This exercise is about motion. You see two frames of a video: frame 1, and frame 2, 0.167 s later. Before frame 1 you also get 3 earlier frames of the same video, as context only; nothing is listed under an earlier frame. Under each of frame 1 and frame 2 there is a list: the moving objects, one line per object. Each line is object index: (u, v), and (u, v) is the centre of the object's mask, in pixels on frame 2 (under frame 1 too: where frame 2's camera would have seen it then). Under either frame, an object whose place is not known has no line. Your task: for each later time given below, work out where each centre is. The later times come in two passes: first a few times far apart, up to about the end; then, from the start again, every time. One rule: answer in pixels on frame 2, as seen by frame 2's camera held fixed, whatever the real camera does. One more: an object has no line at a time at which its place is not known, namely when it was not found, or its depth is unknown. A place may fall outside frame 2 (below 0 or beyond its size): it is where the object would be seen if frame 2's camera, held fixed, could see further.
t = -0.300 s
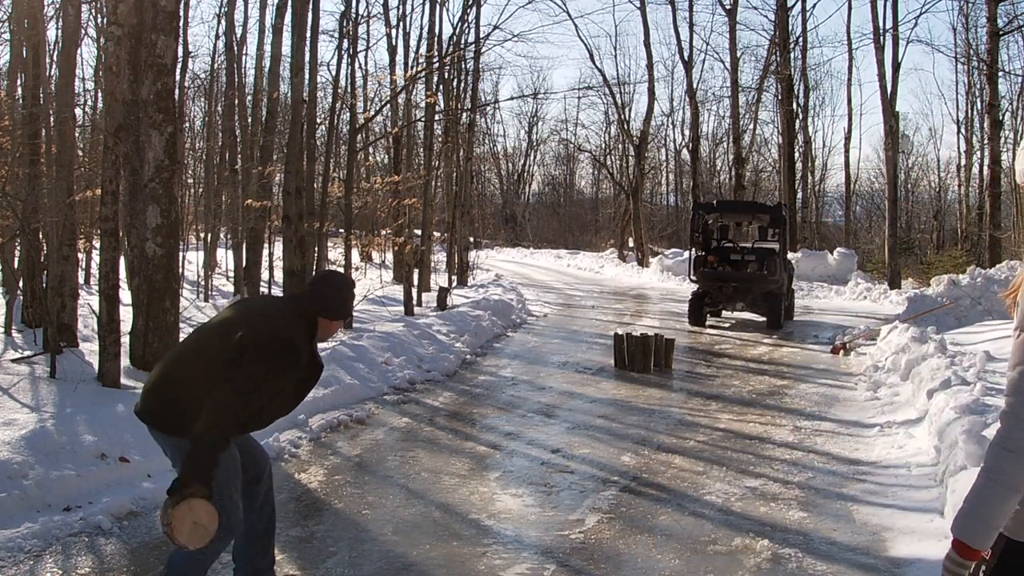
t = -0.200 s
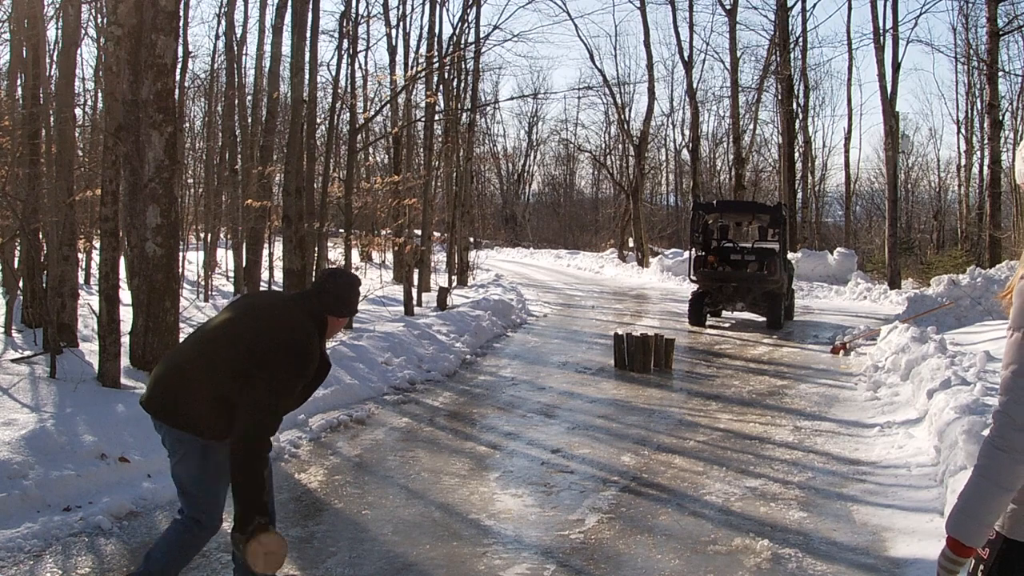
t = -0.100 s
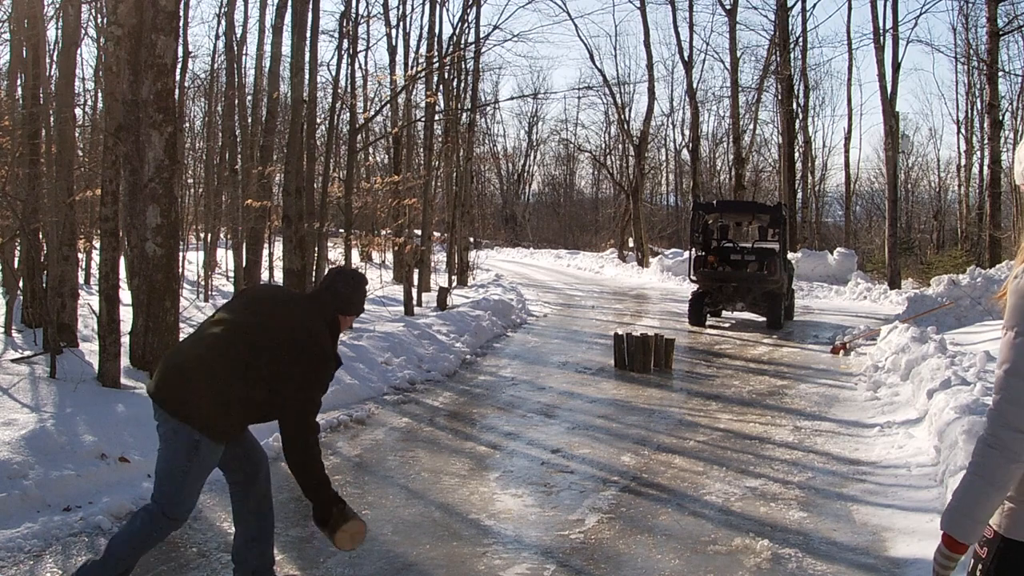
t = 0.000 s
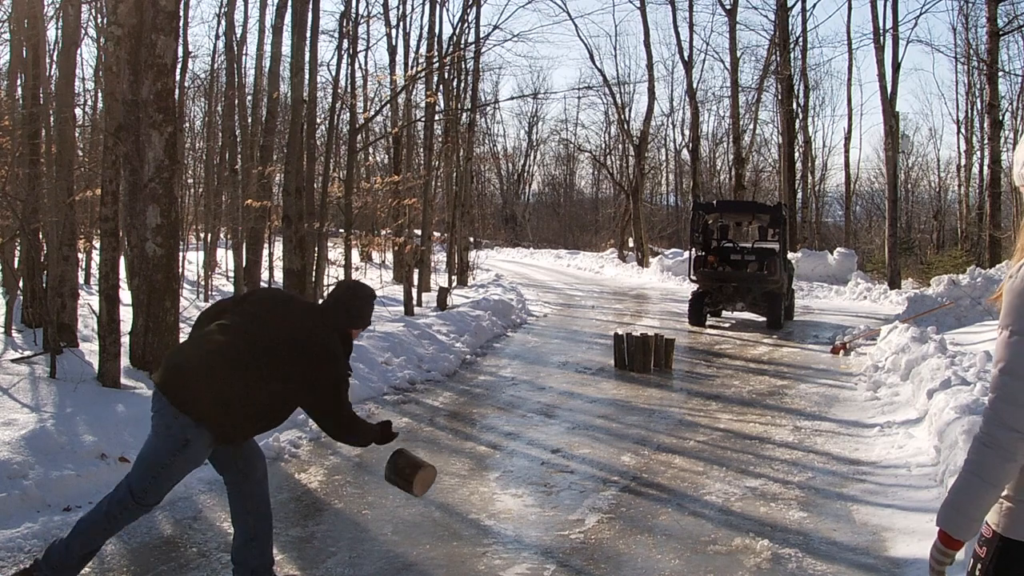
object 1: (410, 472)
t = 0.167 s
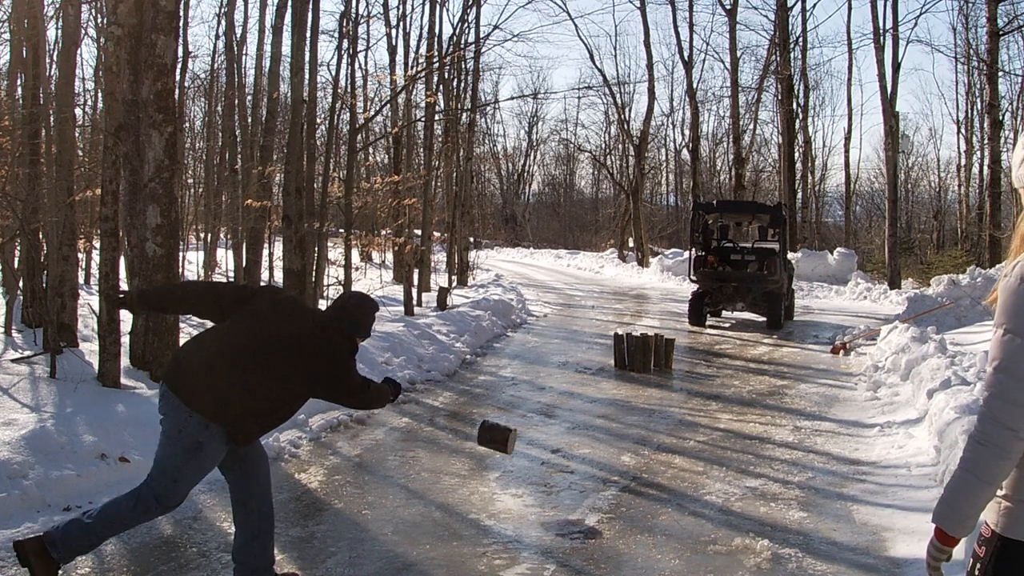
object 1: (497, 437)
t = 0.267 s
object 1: (536, 441)
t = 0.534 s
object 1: (590, 408)
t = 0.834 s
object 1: (627, 387)
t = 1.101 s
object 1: (656, 370)
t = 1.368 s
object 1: (676, 361)
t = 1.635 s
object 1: (702, 354)
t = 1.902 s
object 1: (723, 350)
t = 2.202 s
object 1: (735, 348)
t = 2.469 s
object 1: (742, 347)
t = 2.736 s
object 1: (742, 346)
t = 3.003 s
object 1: (741, 344)
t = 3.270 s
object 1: (742, 345)
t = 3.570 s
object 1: (741, 345)
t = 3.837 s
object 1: (741, 344)
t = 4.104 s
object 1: (742, 345)
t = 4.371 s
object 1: (745, 346)
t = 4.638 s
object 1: (745, 346)
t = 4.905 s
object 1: (743, 346)
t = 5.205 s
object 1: (742, 345)
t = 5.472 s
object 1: (742, 346)
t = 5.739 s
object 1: (743, 346)
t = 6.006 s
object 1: (743, 346)
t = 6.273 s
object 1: (743, 346)
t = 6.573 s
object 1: (743, 346)
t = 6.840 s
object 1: (743, 346)
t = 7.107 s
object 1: (743, 346)
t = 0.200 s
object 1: (511, 436)
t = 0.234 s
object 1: (523, 437)
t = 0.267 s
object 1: (536, 441)
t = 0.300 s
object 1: (547, 446)
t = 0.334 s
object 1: (555, 442)
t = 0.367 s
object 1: (562, 436)
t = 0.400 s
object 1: (568, 427)
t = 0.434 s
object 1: (574, 420)
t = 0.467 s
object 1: (579, 414)
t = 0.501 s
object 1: (585, 410)
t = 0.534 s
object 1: (590, 408)
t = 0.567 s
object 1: (595, 408)
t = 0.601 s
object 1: (600, 409)
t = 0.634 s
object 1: (604, 404)
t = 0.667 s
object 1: (608, 399)
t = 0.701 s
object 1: (612, 397)
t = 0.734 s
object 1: (616, 395)
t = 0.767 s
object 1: (620, 392)
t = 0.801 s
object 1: (624, 390)
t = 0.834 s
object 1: (627, 387)
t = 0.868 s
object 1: (632, 385)
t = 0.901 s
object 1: (635, 383)
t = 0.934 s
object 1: (639, 381)
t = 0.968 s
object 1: (642, 378)
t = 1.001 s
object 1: (645, 376)
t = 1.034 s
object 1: (649, 375)
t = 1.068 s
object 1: (653, 372)
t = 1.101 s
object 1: (656, 370)
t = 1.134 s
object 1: (660, 367)
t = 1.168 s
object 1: (663, 367)
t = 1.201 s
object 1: (664, 366)
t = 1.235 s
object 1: (667, 365)
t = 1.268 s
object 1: (669, 364)
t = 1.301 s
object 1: (673, 363)
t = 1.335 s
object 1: (676, 362)
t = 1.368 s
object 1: (676, 361)
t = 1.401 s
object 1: (681, 357)
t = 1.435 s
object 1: (683, 357)
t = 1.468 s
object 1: (686, 356)
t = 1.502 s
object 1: (691, 356)
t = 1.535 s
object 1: (691, 353)
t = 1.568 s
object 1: (696, 355)
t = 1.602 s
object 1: (699, 355)
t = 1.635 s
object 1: (702, 354)
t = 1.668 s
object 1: (705, 353)
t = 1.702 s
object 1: (707, 354)
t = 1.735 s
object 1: (710, 355)
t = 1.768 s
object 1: (714, 354)
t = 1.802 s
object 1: (716, 354)
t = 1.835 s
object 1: (718, 352)
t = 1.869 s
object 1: (720, 352)
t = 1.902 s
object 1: (723, 350)
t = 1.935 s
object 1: (724, 350)
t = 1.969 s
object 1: (727, 352)
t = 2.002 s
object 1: (728, 352)
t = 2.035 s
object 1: (730, 352)
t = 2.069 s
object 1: (730, 352)
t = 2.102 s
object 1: (731, 351)
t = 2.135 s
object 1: (733, 350)
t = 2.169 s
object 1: (734, 349)
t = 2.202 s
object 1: (735, 348)
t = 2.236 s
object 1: (736, 347)
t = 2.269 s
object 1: (737, 348)
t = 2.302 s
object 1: (739, 348)
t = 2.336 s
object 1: (740, 347)
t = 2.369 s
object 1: (740, 346)
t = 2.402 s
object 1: (741, 347)
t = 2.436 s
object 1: (743, 347)
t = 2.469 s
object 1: (742, 347)
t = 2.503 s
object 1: (742, 347)
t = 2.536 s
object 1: (743, 346)
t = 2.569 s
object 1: (742, 346)
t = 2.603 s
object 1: (742, 346)
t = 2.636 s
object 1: (744, 345)
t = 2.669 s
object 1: (742, 345)
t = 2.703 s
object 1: (742, 345)
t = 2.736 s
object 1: (742, 346)
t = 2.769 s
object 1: (741, 347)
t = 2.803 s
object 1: (741, 347)
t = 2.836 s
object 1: (742, 347)
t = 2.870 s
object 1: (741, 345)
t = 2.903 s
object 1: (741, 345)
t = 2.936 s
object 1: (741, 344)
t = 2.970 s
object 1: (741, 344)
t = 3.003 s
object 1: (741, 344)
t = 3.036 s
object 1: (741, 344)
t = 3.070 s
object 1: (740, 345)
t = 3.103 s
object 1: (741, 345)
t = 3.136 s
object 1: (741, 345)
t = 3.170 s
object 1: (741, 345)
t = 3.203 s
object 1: (741, 345)
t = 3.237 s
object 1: (742, 345)
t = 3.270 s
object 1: (742, 345)
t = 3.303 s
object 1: (741, 345)
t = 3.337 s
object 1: (741, 345)
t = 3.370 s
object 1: (741, 346)
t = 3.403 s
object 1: (741, 346)
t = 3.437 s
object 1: (742, 346)
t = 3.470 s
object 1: (742, 346)
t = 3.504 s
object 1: (742, 345)
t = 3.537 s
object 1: (742, 345)
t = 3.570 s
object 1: (741, 345)
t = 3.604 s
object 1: (741, 345)
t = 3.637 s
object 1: (741, 344)
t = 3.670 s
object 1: (741, 344)
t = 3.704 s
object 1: (741, 344)
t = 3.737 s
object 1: (741, 344)
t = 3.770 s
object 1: (741, 344)
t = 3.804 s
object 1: (741, 344)
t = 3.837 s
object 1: (741, 344)
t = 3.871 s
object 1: (741, 344)
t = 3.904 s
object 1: (741, 344)
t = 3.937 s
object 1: (741, 344)
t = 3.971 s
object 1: (741, 344)
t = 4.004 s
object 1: (741, 345)
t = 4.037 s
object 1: (741, 345)
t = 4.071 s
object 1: (742, 345)
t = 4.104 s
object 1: (742, 345)
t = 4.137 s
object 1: (742, 345)
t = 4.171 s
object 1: (743, 345)
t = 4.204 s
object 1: (743, 346)
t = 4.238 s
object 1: (744, 346)
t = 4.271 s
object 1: (744, 346)
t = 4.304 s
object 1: (744, 346)
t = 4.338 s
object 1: (744, 346)
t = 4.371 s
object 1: (745, 346)
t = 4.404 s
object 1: (745, 346)
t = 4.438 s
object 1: (745, 346)
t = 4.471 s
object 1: (745, 346)
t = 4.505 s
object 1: (745, 346)
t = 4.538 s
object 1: (745, 346)
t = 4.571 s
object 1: (745, 346)
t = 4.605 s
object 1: (745, 346)
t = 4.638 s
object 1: (745, 346)
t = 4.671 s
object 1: (745, 346)
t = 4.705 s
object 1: (744, 346)
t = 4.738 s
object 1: (744, 346)
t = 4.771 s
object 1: (744, 346)
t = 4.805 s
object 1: (744, 346)
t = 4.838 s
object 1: (744, 346)
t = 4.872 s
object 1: (743, 346)
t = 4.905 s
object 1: (743, 346)
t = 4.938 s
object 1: (743, 346)
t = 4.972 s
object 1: (743, 345)
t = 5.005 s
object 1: (742, 345)
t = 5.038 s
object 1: (742, 345)
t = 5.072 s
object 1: (742, 345)
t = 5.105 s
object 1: (742, 345)
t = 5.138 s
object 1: (742, 345)
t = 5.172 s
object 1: (742, 345)
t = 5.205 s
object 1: (742, 345)
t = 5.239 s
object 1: (742, 345)
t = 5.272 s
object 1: (742, 345)
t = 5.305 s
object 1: (742, 345)
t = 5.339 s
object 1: (742, 345)
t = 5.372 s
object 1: (742, 345)
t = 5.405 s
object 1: (742, 345)
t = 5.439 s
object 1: (742, 345)
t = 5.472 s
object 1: (742, 346)
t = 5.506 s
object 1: (742, 346)
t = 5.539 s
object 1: (742, 346)
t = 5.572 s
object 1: (743, 346)
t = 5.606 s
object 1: (743, 346)
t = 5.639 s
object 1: (743, 346)
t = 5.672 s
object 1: (743, 346)
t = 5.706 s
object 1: (743, 346)
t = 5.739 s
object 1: (743, 346)
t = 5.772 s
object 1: (743, 346)
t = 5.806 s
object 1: (743, 346)
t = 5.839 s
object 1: (743, 346)
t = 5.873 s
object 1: (743, 346)
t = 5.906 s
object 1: (743, 346)
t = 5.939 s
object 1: (743, 346)
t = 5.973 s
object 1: (743, 346)
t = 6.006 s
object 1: (743, 346)
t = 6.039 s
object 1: (743, 346)
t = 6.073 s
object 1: (743, 346)
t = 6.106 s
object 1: (743, 346)
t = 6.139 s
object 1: (743, 346)
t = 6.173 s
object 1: (743, 346)
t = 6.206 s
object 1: (743, 346)
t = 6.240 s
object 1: (743, 346)
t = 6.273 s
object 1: (743, 346)
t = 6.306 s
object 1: (743, 346)
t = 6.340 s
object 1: (743, 346)
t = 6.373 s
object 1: (743, 346)
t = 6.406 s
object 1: (743, 346)
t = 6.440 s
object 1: (743, 346)
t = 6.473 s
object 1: (743, 346)
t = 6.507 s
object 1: (743, 346)
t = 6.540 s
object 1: (743, 346)
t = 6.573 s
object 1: (743, 346)
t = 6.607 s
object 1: (743, 346)
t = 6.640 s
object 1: (743, 346)
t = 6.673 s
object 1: (743, 346)
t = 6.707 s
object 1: (743, 346)
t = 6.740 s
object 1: (743, 346)
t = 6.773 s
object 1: (743, 346)
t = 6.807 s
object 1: (743, 346)
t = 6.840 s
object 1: (743, 346)
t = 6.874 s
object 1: (743, 346)
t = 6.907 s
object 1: (743, 346)
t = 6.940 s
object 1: (743, 346)
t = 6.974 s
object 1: (743, 346)
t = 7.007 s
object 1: (743, 346)
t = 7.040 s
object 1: (743, 346)
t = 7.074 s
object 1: (743, 346)
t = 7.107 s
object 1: (743, 346)
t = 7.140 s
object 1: (743, 346)
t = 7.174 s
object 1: (743, 346)
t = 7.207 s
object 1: (743, 346)
